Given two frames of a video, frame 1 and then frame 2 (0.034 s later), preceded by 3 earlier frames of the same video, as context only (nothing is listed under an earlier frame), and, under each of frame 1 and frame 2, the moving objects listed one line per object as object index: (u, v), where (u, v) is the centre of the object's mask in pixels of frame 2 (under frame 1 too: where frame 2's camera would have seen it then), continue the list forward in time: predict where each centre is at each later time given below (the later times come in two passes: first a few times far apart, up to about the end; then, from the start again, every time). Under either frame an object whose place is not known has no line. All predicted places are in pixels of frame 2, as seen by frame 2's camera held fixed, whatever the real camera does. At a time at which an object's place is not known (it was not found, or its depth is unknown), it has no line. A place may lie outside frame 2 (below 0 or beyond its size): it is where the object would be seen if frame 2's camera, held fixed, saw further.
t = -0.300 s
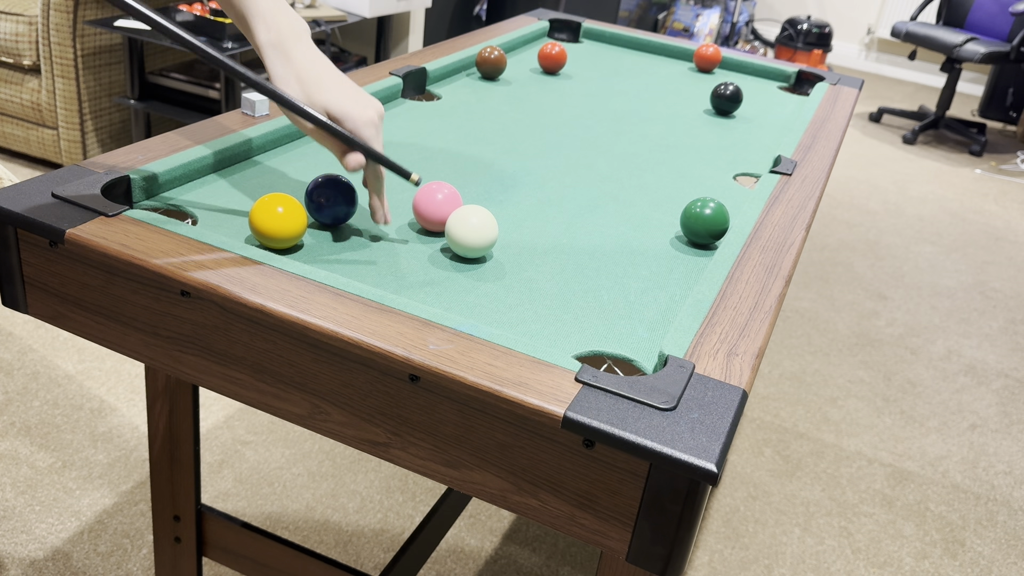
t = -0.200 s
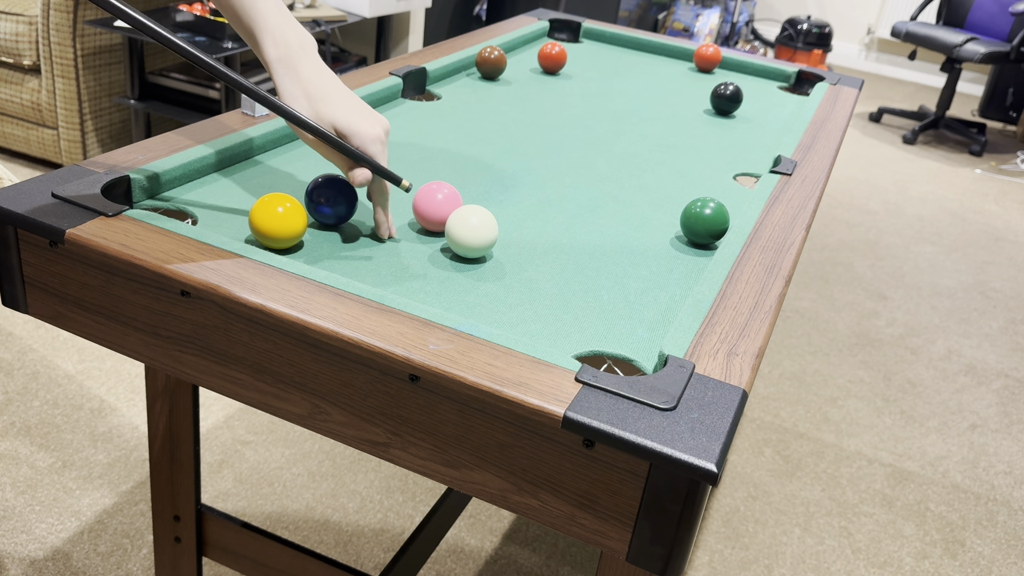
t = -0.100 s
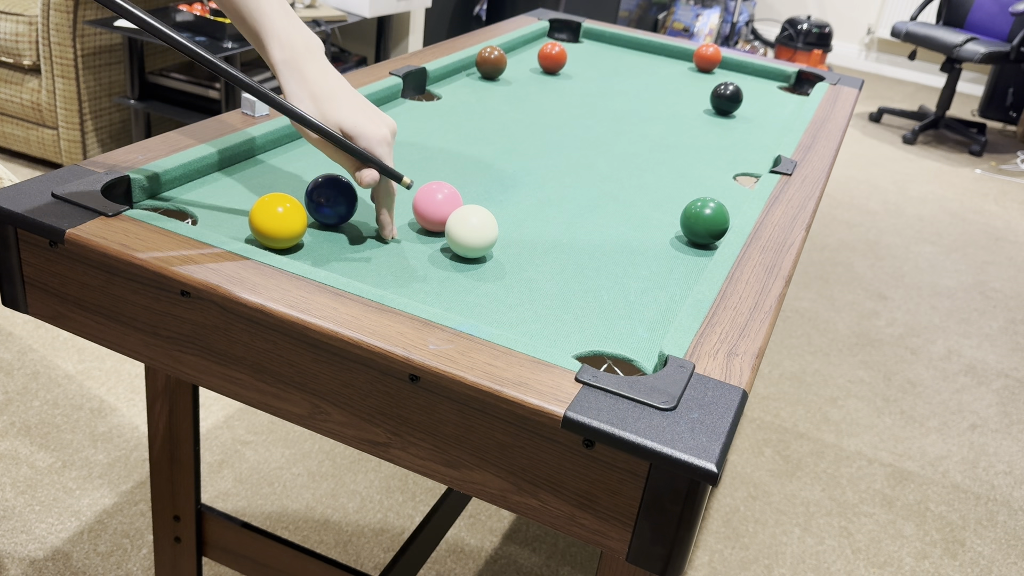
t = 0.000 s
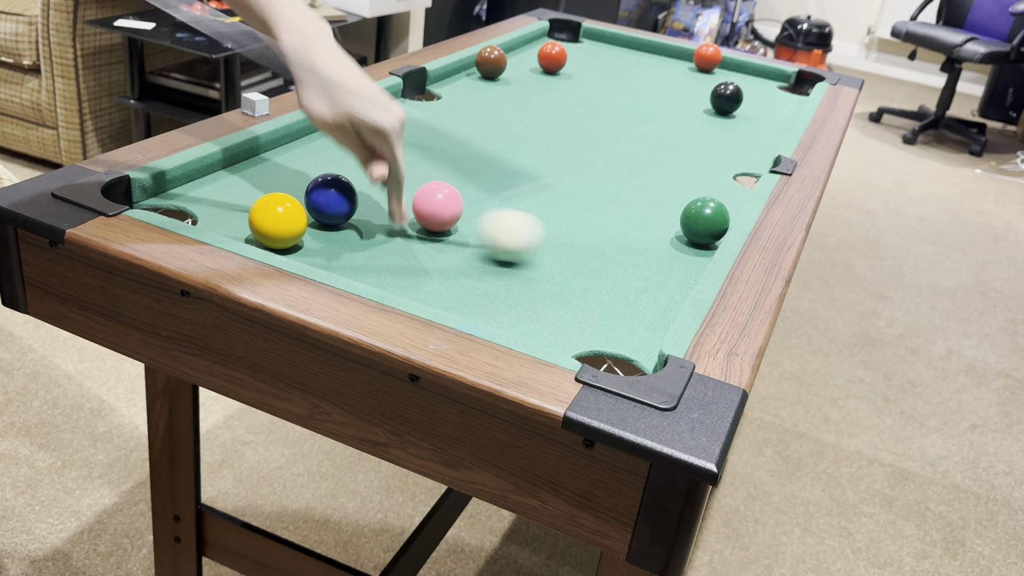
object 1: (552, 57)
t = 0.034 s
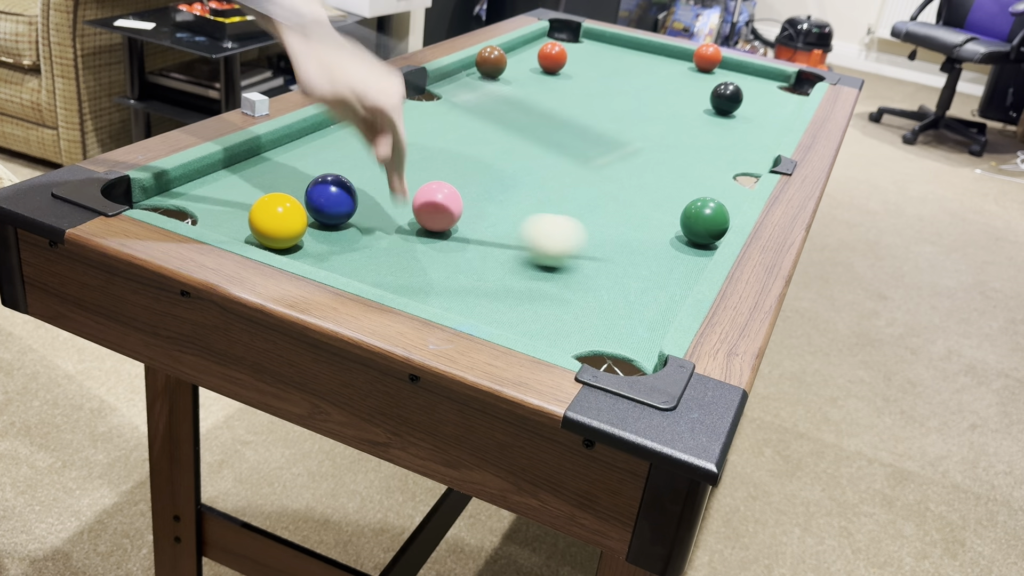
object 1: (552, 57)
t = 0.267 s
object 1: (552, 57)
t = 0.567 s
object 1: (552, 57)
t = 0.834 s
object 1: (552, 57)
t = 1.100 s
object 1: (552, 57)
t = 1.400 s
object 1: (552, 57)
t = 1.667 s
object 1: (552, 57)
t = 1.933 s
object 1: (552, 57)
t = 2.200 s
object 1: (556, 58)
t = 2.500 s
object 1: (562, 59)
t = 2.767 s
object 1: (564, 60)
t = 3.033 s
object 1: (564, 59)
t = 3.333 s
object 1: (564, 59)
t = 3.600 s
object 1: (564, 59)
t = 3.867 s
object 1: (564, 59)
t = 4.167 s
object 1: (564, 60)
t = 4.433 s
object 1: (564, 59)
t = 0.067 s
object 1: (552, 58)
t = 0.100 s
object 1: (552, 57)
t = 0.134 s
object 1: (552, 57)
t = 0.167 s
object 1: (552, 57)
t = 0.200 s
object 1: (552, 57)
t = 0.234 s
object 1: (552, 57)
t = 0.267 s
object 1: (552, 57)
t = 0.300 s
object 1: (552, 57)
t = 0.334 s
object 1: (552, 57)
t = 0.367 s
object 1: (552, 57)
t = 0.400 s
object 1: (552, 57)
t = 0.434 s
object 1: (552, 57)
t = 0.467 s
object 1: (552, 57)
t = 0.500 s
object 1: (552, 57)
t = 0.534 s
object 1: (552, 57)
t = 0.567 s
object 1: (552, 57)
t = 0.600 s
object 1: (552, 57)
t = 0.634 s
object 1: (552, 57)
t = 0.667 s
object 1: (552, 57)
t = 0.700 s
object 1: (552, 57)
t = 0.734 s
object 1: (552, 57)
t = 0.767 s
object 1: (552, 57)
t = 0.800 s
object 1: (552, 57)
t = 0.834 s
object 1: (552, 57)
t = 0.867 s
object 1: (552, 57)
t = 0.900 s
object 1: (552, 57)
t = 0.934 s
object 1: (552, 57)
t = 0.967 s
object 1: (552, 57)
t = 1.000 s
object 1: (552, 57)
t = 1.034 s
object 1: (552, 57)
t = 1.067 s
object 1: (552, 57)
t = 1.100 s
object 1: (552, 57)
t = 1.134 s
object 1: (552, 57)
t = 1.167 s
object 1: (552, 57)
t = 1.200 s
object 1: (552, 57)
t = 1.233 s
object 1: (552, 57)
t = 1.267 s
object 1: (552, 57)
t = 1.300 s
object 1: (552, 57)
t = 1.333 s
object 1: (552, 57)
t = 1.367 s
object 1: (552, 57)
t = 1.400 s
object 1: (552, 57)
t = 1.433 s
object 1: (552, 57)
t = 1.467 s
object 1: (552, 57)
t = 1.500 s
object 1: (552, 57)
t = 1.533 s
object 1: (552, 57)
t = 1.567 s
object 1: (552, 57)
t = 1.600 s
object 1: (552, 57)
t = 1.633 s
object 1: (552, 57)
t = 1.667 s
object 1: (552, 57)
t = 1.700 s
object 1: (552, 57)
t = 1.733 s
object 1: (552, 57)
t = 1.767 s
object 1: (552, 57)
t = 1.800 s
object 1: (552, 57)
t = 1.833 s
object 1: (552, 57)
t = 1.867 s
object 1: (552, 57)
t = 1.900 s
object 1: (552, 57)
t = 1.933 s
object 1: (552, 57)
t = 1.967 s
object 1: (552, 57)
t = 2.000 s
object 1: (552, 57)
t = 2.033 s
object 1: (552, 57)
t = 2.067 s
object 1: (552, 57)
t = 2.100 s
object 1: (552, 57)
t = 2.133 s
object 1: (553, 57)
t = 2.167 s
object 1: (555, 58)
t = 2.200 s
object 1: (556, 58)
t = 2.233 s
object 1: (557, 58)
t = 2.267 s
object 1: (558, 58)
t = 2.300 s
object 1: (558, 58)
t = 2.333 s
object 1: (559, 58)
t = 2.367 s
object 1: (560, 59)
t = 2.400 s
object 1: (561, 59)
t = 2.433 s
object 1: (561, 59)
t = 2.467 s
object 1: (562, 59)
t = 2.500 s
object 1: (562, 59)
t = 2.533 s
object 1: (563, 59)
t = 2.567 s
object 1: (563, 59)
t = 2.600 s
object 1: (563, 59)
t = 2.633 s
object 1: (564, 59)
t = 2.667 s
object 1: (564, 59)
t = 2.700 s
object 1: (564, 59)
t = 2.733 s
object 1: (564, 59)
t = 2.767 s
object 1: (564, 60)
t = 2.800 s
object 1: (564, 59)
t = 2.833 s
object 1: (564, 60)
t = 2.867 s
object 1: (564, 59)
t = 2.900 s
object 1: (564, 59)
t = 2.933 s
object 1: (564, 59)
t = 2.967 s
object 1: (564, 59)
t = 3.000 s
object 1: (564, 59)
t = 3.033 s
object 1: (564, 59)
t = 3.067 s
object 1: (564, 59)
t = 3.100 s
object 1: (564, 59)
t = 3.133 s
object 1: (564, 59)
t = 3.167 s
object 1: (564, 59)
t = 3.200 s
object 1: (564, 59)
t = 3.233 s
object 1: (564, 59)
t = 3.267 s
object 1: (564, 59)
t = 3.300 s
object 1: (564, 59)
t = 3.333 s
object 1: (564, 59)
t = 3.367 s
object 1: (564, 59)
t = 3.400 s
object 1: (564, 59)
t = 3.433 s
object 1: (564, 59)
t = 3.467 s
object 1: (564, 59)
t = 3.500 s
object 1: (564, 59)
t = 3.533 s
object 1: (564, 59)
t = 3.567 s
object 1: (564, 59)
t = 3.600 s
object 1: (564, 59)
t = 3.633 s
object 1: (564, 59)
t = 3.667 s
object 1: (564, 59)
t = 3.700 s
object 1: (564, 59)
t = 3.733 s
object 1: (564, 59)
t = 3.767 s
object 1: (564, 59)
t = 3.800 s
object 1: (564, 59)
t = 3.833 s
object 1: (564, 59)
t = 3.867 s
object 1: (564, 59)
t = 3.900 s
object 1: (564, 59)
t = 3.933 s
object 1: (564, 59)
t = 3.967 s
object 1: (564, 59)
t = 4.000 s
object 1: (564, 59)
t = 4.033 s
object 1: (564, 59)
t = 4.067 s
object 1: (564, 59)
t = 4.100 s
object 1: (564, 59)
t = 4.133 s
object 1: (564, 59)
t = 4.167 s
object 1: (564, 60)
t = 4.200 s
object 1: (564, 59)
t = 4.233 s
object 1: (564, 60)
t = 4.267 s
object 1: (564, 59)
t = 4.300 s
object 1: (564, 60)
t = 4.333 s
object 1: (564, 59)
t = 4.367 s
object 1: (564, 59)
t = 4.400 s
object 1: (564, 59)
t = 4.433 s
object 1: (564, 59)
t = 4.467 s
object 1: (564, 59)
